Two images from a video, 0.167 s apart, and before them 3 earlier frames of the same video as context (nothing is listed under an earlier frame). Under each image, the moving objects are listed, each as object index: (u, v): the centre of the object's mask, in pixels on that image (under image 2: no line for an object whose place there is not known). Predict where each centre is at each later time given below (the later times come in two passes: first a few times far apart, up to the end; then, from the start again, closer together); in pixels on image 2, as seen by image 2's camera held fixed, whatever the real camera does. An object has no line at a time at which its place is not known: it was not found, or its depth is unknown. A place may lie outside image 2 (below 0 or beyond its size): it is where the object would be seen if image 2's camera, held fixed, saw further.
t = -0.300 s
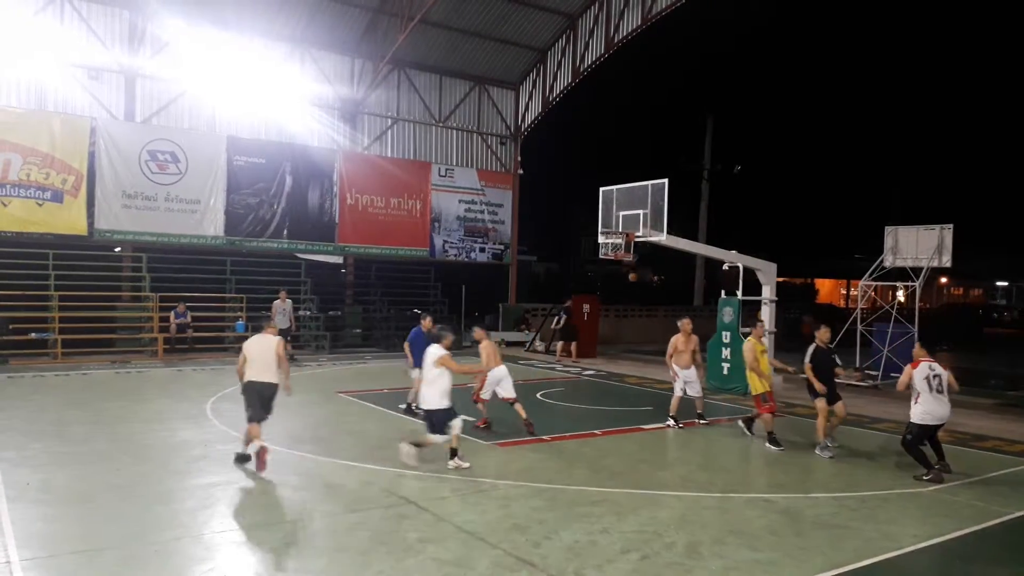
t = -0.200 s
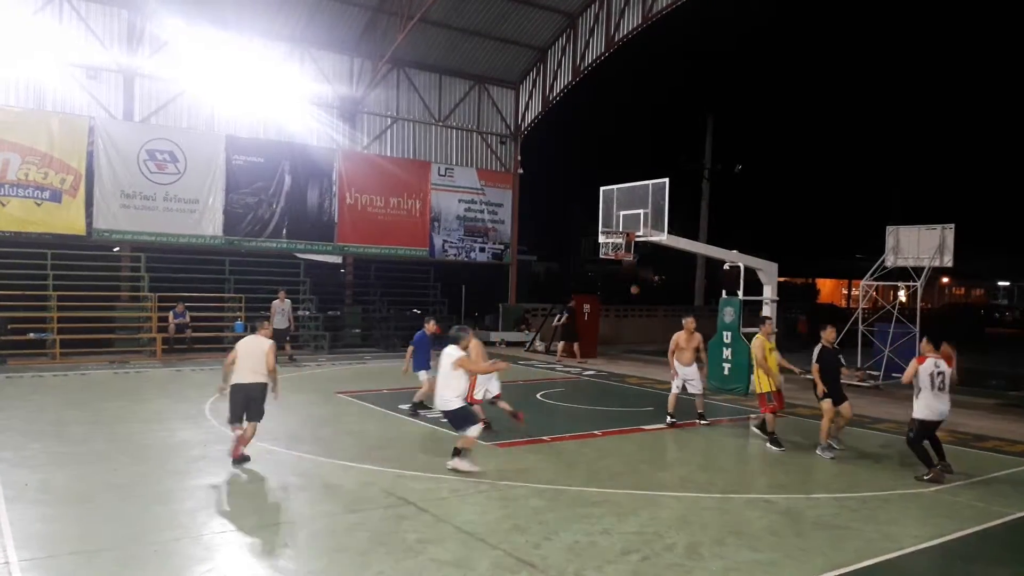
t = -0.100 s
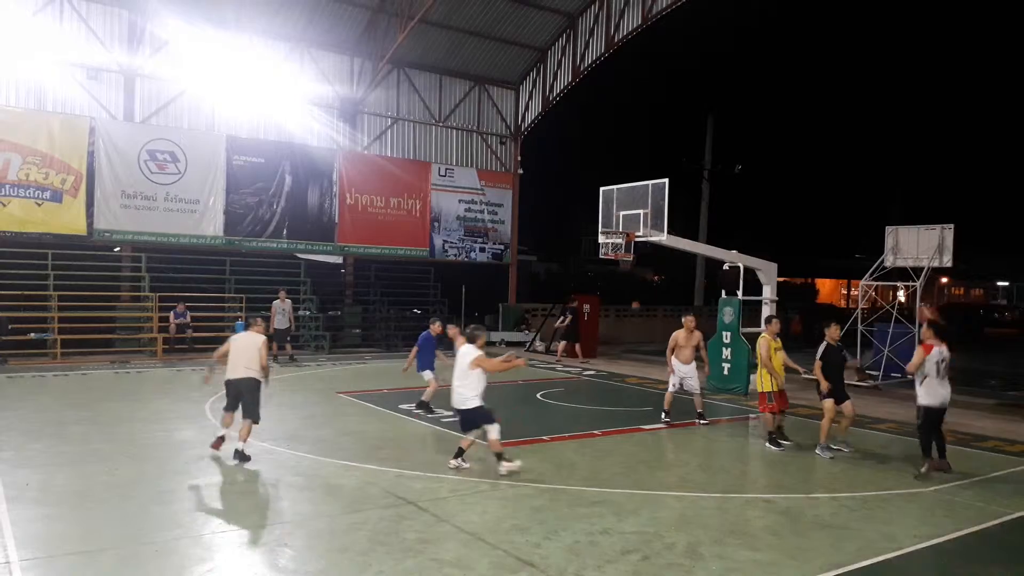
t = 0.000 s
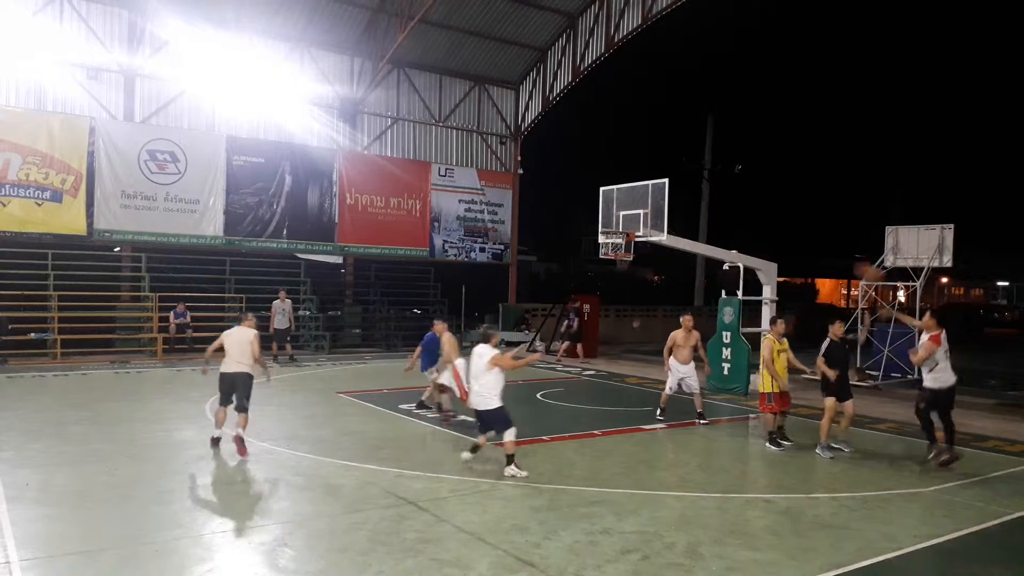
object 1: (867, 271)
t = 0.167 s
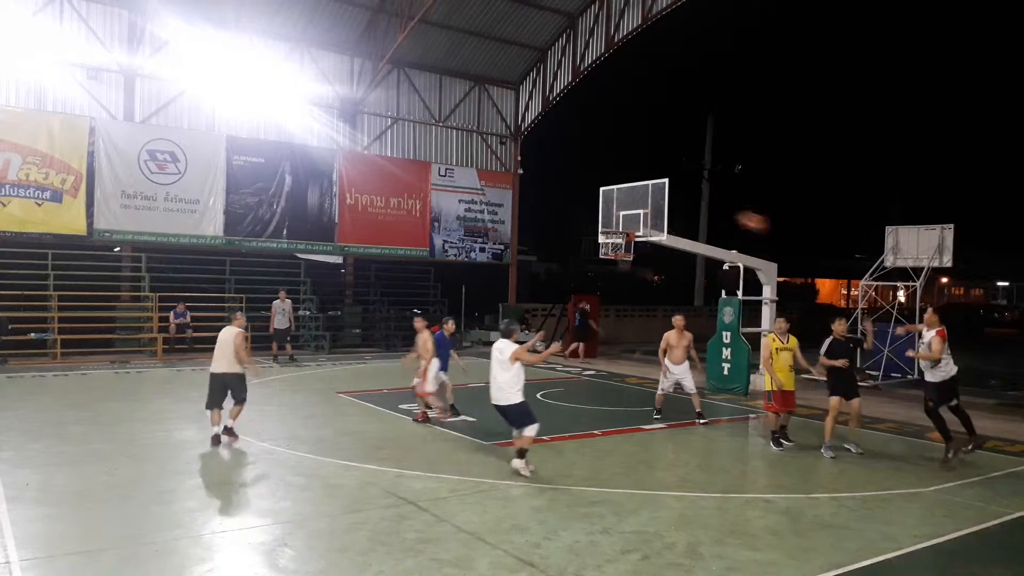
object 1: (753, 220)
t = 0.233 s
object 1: (710, 208)
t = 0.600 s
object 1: (488, 187)
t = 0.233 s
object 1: (710, 208)
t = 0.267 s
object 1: (687, 202)
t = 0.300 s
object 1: (668, 196)
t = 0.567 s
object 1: (508, 186)
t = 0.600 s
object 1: (488, 187)
